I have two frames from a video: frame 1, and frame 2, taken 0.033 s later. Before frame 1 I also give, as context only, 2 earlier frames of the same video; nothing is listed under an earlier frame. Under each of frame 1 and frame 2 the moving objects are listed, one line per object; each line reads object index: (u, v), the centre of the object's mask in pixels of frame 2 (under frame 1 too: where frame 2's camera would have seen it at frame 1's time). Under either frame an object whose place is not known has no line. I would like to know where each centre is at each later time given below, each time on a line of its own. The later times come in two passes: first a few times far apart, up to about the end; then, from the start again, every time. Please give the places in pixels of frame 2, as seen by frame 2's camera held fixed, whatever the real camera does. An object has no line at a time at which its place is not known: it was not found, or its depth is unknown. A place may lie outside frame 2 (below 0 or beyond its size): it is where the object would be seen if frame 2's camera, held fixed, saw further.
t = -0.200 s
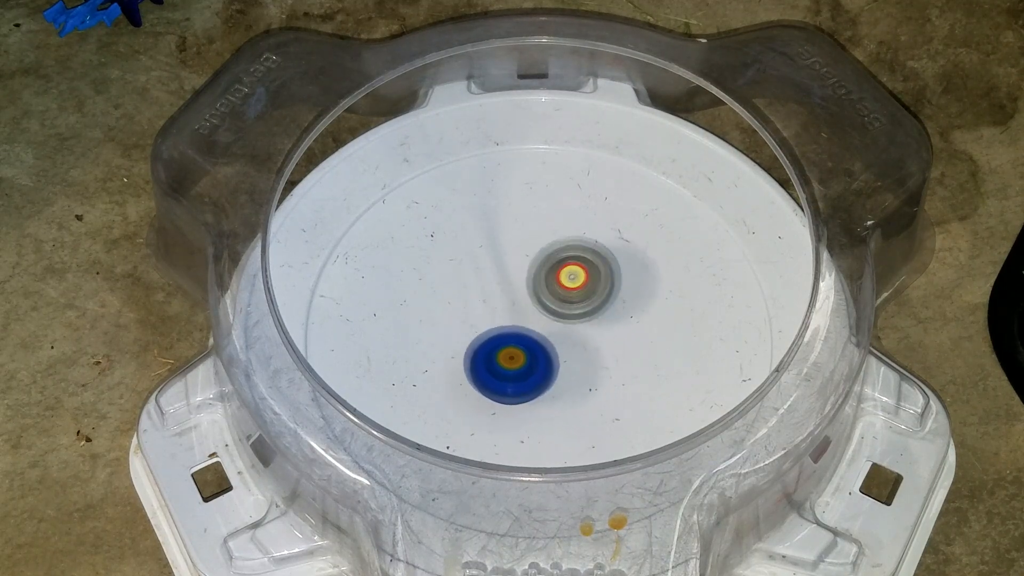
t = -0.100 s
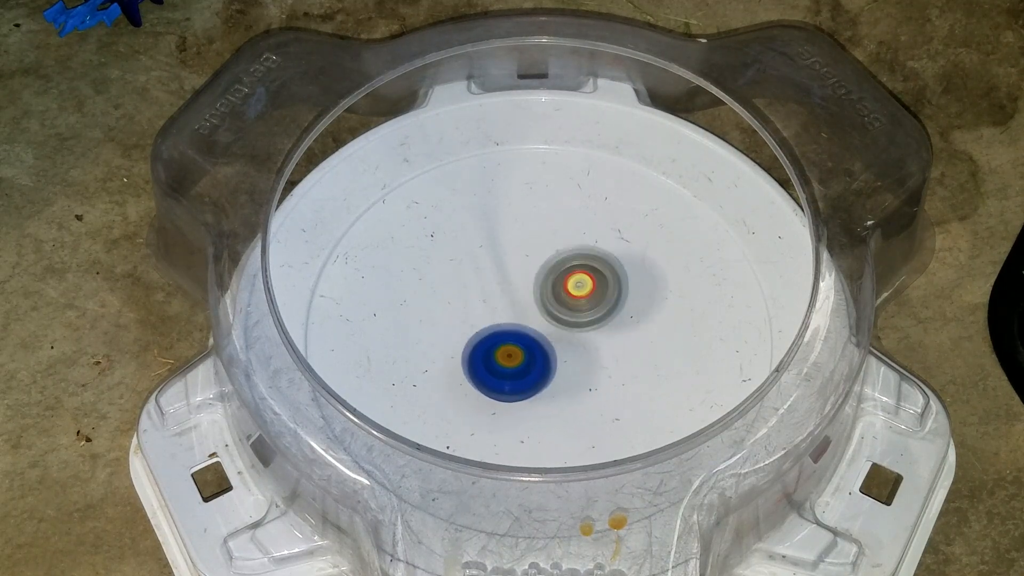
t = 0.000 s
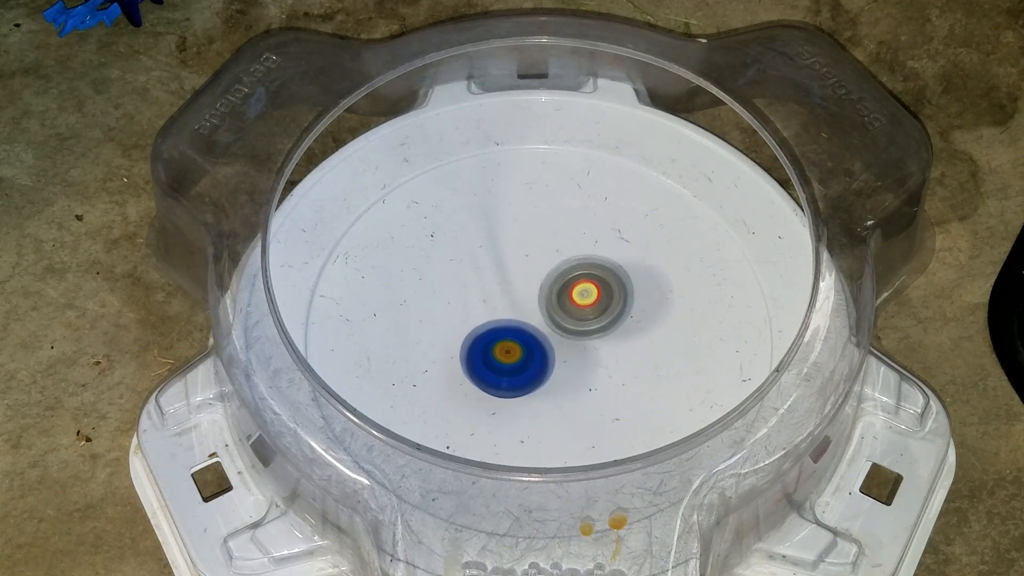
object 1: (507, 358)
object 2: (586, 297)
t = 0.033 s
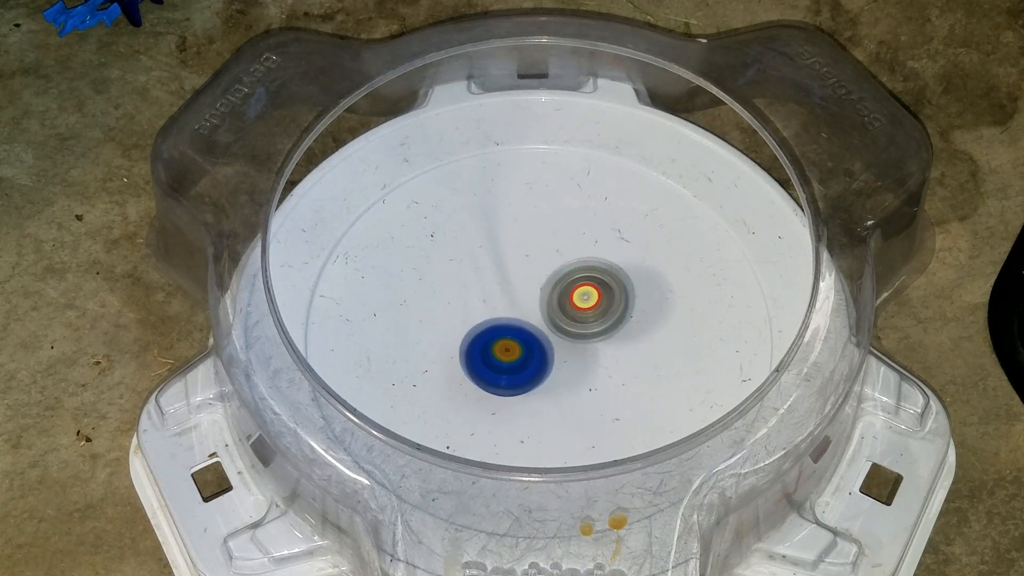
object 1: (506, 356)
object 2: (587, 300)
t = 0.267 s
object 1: (469, 355)
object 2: (601, 320)
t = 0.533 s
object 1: (479, 349)
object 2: (588, 348)
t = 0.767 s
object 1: (451, 321)
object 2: (603, 365)
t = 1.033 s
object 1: (448, 303)
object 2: (583, 365)
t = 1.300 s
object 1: (466, 288)
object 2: (548, 348)
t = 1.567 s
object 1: (489, 267)
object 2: (536, 339)
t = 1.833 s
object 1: (518, 264)
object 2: (536, 341)
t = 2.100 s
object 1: (557, 268)
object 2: (540, 355)
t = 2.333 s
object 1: (581, 285)
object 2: (540, 358)
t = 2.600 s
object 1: (605, 307)
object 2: (530, 357)
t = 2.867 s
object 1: (606, 335)
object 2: (511, 348)
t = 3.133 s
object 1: (591, 358)
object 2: (499, 329)
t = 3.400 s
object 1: (564, 367)
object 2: (500, 305)
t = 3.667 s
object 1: (532, 365)
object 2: (513, 283)
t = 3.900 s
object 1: (506, 353)
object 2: (533, 271)
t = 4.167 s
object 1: (489, 331)
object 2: (561, 274)
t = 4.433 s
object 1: (491, 308)
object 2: (586, 289)
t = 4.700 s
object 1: (492, 291)
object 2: (609, 317)
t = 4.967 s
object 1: (521, 289)
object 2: (591, 345)
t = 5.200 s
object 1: (535, 280)
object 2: (564, 365)
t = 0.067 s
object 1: (506, 354)
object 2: (588, 303)
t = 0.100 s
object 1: (505, 352)
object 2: (588, 308)
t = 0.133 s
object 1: (499, 351)
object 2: (591, 310)
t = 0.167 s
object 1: (484, 353)
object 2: (599, 311)
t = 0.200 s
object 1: (475, 354)
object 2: (601, 313)
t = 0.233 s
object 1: (471, 354)
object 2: (601, 316)
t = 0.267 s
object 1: (469, 355)
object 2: (601, 320)
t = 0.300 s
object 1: (468, 355)
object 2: (599, 323)
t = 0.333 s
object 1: (469, 355)
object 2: (599, 327)
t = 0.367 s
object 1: (470, 355)
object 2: (598, 331)
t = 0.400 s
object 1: (472, 355)
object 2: (596, 335)
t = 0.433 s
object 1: (473, 354)
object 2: (595, 338)
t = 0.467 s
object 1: (475, 352)
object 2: (593, 342)
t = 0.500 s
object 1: (477, 351)
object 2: (590, 345)
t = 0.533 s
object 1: (479, 349)
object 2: (588, 348)
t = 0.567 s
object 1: (481, 347)
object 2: (586, 352)
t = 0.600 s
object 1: (483, 345)
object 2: (582, 355)
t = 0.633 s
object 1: (474, 338)
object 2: (589, 359)
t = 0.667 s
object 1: (462, 331)
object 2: (600, 363)
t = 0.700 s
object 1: (457, 327)
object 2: (604, 364)
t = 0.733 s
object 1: (454, 324)
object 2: (604, 365)
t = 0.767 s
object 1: (451, 321)
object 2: (603, 365)
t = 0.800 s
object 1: (450, 318)
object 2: (602, 367)
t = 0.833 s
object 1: (448, 316)
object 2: (600, 367)
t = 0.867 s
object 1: (447, 314)
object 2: (598, 367)
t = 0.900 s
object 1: (446, 311)
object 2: (596, 368)
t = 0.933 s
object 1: (446, 309)
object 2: (593, 367)
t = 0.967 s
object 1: (446, 307)
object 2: (589, 367)
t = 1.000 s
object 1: (447, 305)
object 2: (586, 366)
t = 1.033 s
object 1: (448, 303)
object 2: (583, 365)
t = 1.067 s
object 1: (449, 300)
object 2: (578, 364)
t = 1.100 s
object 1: (451, 298)
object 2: (574, 362)
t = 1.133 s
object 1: (453, 296)
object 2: (570, 360)
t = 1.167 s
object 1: (455, 294)
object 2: (565, 359)
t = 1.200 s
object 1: (457, 292)
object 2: (560, 356)
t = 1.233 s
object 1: (460, 290)
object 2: (556, 354)
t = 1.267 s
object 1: (463, 289)
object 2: (552, 351)
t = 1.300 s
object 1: (466, 288)
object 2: (548, 348)
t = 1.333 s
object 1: (470, 286)
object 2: (543, 345)
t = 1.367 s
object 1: (473, 284)
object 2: (540, 343)
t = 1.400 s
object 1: (474, 279)
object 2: (540, 344)
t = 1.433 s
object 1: (477, 276)
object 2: (539, 343)
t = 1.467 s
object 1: (480, 274)
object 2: (537, 340)
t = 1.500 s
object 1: (483, 272)
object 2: (537, 339)
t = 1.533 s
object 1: (486, 270)
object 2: (536, 339)
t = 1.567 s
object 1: (489, 267)
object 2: (536, 339)
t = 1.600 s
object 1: (492, 265)
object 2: (535, 339)
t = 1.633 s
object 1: (496, 265)
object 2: (535, 338)
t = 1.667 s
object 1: (499, 264)
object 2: (535, 338)
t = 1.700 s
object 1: (503, 263)
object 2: (535, 338)
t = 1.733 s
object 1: (506, 262)
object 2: (535, 337)
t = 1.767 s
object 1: (510, 262)
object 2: (535, 338)
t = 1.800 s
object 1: (514, 263)
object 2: (536, 340)
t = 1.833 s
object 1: (518, 264)
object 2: (536, 341)
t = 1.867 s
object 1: (523, 265)
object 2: (537, 341)
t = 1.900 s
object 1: (528, 266)
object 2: (537, 342)
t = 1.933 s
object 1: (532, 267)
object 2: (538, 343)
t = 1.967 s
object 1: (537, 266)
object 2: (538, 348)
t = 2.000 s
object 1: (543, 265)
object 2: (538, 350)
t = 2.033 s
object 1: (548, 265)
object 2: (539, 352)
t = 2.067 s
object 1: (553, 267)
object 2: (540, 353)
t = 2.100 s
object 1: (557, 268)
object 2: (540, 355)
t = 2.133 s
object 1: (561, 270)
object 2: (540, 356)
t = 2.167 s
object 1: (565, 273)
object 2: (540, 356)
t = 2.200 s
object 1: (569, 274)
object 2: (541, 357)
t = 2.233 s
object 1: (572, 277)
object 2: (541, 357)
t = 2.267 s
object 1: (575, 280)
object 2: (541, 357)
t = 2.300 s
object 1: (579, 282)
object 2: (541, 357)
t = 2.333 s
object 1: (581, 285)
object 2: (540, 358)
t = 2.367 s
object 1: (585, 287)
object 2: (540, 357)
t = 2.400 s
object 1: (588, 290)
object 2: (540, 357)
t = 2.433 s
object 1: (590, 293)
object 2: (540, 356)
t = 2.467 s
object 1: (593, 295)
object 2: (538, 356)
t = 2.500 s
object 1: (598, 297)
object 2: (535, 357)
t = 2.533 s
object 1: (601, 300)
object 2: (533, 357)
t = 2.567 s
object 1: (603, 303)
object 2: (531, 357)
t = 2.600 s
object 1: (605, 307)
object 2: (530, 357)
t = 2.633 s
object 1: (606, 310)
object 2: (528, 356)
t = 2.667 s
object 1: (607, 314)
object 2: (526, 355)
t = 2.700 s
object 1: (608, 318)
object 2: (523, 355)
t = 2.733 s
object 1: (608, 321)
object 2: (520, 354)
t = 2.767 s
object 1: (608, 325)
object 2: (518, 352)
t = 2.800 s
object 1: (608, 328)
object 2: (515, 351)
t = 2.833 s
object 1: (607, 332)
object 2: (513, 350)
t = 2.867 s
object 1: (606, 335)
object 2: (511, 348)
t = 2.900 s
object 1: (605, 338)
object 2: (509, 346)
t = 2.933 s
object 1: (604, 342)
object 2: (507, 344)
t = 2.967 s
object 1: (602, 345)
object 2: (505, 341)
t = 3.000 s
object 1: (601, 348)
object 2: (504, 339)
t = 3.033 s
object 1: (599, 351)
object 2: (502, 336)
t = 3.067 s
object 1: (596, 353)
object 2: (501, 334)
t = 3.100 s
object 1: (594, 356)
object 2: (500, 331)
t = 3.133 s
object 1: (591, 358)
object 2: (499, 329)
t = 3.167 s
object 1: (588, 360)
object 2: (499, 326)
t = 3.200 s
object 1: (585, 362)
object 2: (498, 322)
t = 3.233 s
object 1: (582, 363)
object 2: (498, 319)
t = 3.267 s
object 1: (579, 365)
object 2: (498, 316)
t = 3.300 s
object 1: (576, 366)
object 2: (498, 313)
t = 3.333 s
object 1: (572, 366)
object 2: (498, 310)
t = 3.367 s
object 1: (569, 367)
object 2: (499, 307)
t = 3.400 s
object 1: (564, 367)
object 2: (500, 305)
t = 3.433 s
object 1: (560, 368)
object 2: (501, 303)
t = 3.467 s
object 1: (556, 368)
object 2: (502, 300)
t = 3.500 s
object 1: (552, 369)
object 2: (504, 296)
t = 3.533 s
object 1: (548, 369)
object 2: (506, 293)
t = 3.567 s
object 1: (544, 368)
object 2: (507, 290)
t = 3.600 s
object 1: (540, 368)
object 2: (509, 287)
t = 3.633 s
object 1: (536, 366)
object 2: (511, 285)
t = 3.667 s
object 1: (532, 365)
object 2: (513, 283)
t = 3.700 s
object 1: (528, 363)
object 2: (515, 281)
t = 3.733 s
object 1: (524, 362)
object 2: (518, 279)
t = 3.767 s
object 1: (521, 360)
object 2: (520, 278)
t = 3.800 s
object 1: (518, 358)
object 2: (523, 277)
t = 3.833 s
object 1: (514, 357)
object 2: (527, 274)
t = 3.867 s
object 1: (510, 356)
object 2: (530, 272)
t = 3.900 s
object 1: (506, 353)
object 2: (533, 271)
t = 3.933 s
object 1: (502, 350)
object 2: (537, 271)
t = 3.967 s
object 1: (500, 348)
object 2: (540, 271)
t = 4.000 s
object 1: (497, 345)
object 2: (543, 270)
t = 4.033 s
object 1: (495, 342)
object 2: (546, 271)
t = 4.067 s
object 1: (494, 339)
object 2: (549, 272)
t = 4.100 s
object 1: (492, 336)
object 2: (552, 272)
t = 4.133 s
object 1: (491, 333)
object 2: (555, 273)
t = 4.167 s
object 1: (489, 331)
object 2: (561, 274)
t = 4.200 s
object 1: (487, 329)
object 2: (567, 273)
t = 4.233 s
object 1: (485, 326)
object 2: (570, 274)
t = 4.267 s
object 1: (485, 323)
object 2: (573, 276)
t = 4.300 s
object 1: (486, 320)
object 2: (576, 279)
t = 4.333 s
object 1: (487, 316)
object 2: (579, 281)
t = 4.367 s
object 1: (488, 313)
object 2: (582, 283)
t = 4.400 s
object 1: (489, 311)
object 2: (584, 286)
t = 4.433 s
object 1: (491, 308)
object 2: (586, 289)
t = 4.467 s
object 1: (493, 305)
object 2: (587, 292)
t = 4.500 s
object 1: (494, 302)
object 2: (589, 295)
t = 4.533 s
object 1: (487, 299)
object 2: (599, 299)
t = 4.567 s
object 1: (485, 296)
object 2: (604, 303)
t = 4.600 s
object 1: (485, 294)
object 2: (607, 307)
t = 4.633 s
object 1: (487, 292)
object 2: (608, 310)
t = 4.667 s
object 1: (489, 292)
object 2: (608, 313)
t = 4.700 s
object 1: (492, 291)
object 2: (609, 317)
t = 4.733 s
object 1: (495, 290)
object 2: (608, 320)
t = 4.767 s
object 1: (499, 290)
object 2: (606, 324)
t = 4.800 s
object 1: (502, 290)
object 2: (605, 328)
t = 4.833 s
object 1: (506, 289)
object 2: (603, 332)
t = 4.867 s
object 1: (510, 289)
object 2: (601, 335)
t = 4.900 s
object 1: (514, 289)
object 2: (598, 338)
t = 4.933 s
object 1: (517, 289)
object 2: (595, 342)
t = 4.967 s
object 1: (521, 289)
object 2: (591, 345)
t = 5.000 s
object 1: (523, 288)
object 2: (589, 349)
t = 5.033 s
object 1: (523, 284)
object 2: (587, 353)
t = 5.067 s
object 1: (526, 283)
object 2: (583, 355)
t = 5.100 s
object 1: (528, 283)
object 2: (578, 357)
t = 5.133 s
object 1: (530, 283)
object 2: (573, 358)
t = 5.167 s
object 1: (533, 284)
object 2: (568, 360)
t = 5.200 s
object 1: (535, 280)
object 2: (564, 365)
